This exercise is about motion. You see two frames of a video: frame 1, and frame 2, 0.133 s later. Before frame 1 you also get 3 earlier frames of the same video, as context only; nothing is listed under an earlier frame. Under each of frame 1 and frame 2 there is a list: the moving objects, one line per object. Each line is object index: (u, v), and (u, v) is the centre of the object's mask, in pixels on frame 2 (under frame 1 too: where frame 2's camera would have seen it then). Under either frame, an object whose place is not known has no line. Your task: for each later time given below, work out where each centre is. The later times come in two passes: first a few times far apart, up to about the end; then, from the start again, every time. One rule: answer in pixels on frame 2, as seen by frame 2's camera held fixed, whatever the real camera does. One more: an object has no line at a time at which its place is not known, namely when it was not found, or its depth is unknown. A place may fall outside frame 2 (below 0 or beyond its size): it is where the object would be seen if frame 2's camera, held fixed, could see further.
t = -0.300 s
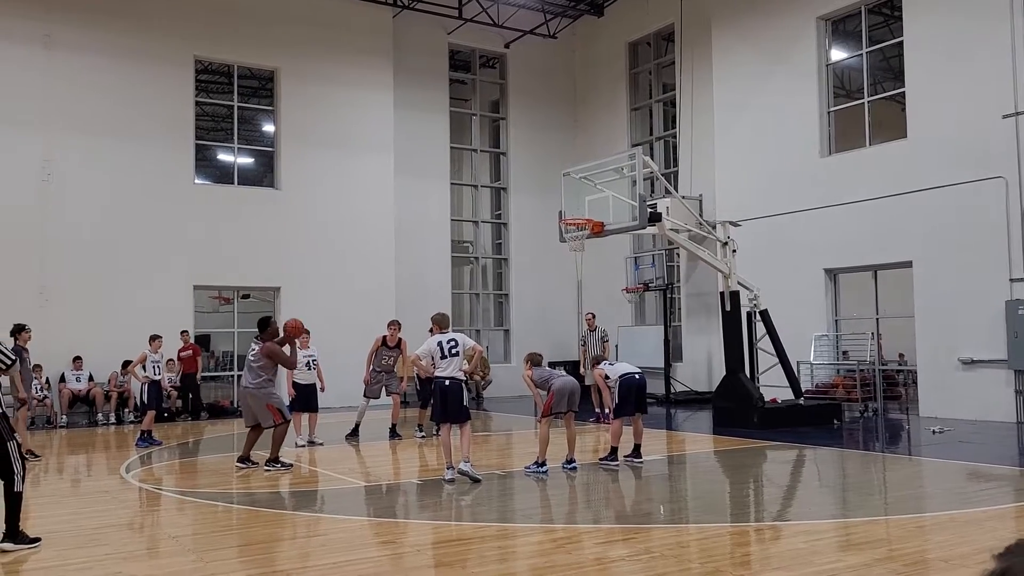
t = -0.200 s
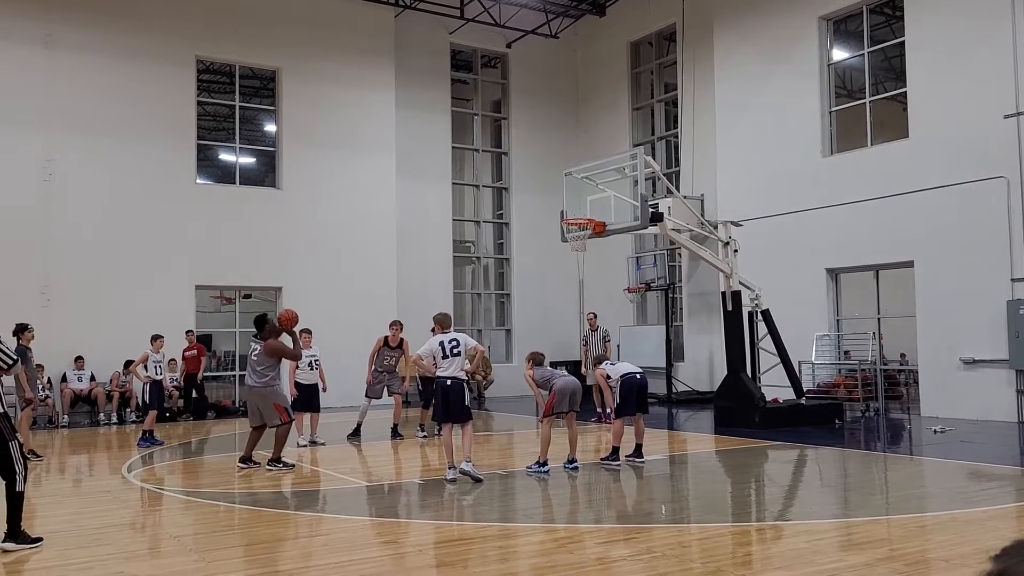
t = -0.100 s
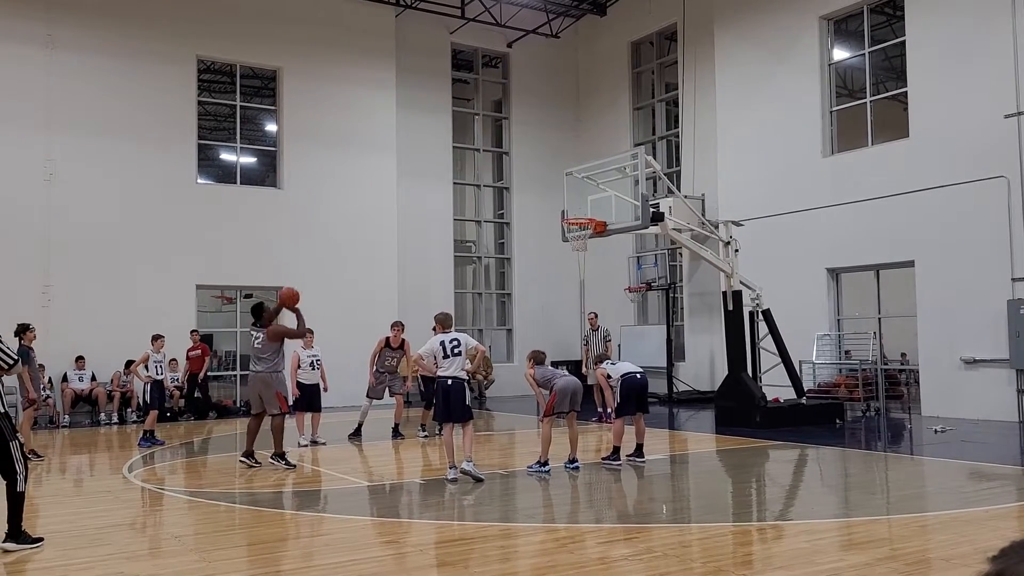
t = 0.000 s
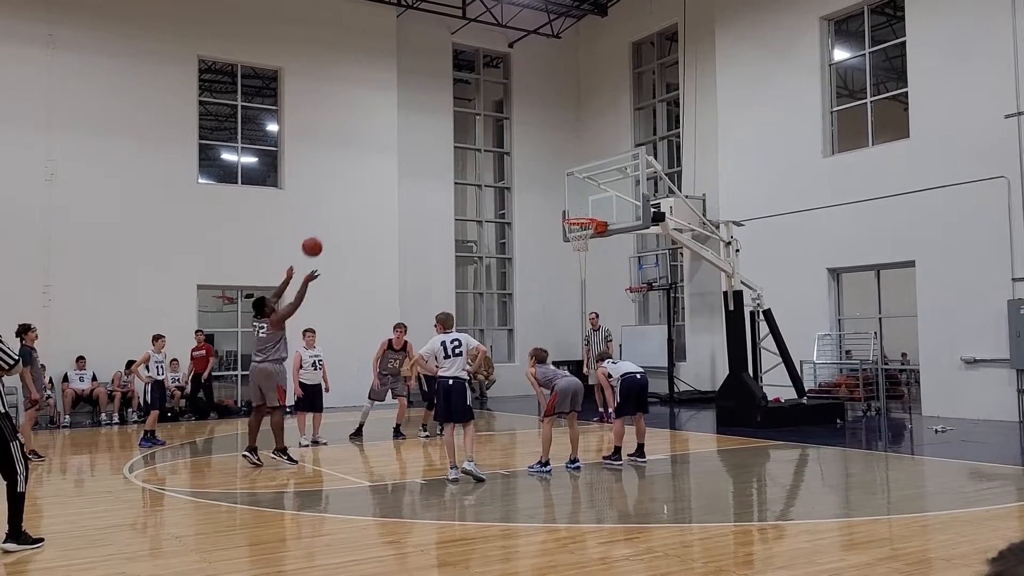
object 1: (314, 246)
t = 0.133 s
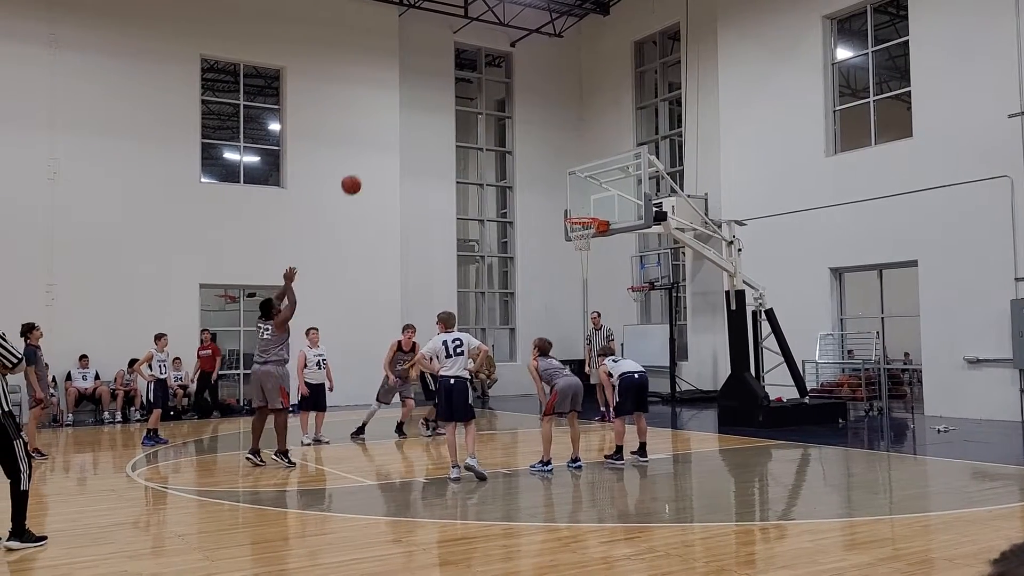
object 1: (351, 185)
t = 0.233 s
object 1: (377, 150)
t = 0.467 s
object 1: (433, 104)
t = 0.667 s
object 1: (478, 99)
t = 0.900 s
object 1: (527, 129)
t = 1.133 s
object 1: (572, 193)
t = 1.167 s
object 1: (579, 204)
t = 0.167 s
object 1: (360, 172)
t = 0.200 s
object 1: (369, 161)
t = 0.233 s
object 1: (377, 150)
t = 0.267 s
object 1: (385, 141)
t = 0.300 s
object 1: (394, 132)
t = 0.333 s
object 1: (402, 125)
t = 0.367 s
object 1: (410, 118)
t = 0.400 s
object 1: (418, 112)
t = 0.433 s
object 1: (425, 108)
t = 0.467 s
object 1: (433, 104)
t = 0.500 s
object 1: (441, 101)
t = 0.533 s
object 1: (448, 99)
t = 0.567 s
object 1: (456, 98)
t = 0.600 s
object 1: (464, 97)
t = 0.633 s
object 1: (470, 98)
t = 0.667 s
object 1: (478, 99)
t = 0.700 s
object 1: (486, 101)
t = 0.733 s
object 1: (493, 103)
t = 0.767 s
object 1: (500, 107)
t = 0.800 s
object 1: (506, 111)
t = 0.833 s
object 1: (513, 117)
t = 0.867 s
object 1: (520, 123)
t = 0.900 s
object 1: (527, 129)
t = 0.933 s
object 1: (533, 136)
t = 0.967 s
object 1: (540, 144)
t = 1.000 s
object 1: (547, 153)
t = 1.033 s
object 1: (553, 162)
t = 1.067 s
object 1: (559, 171)
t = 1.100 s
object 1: (565, 181)
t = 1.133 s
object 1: (572, 193)
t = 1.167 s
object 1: (579, 204)
